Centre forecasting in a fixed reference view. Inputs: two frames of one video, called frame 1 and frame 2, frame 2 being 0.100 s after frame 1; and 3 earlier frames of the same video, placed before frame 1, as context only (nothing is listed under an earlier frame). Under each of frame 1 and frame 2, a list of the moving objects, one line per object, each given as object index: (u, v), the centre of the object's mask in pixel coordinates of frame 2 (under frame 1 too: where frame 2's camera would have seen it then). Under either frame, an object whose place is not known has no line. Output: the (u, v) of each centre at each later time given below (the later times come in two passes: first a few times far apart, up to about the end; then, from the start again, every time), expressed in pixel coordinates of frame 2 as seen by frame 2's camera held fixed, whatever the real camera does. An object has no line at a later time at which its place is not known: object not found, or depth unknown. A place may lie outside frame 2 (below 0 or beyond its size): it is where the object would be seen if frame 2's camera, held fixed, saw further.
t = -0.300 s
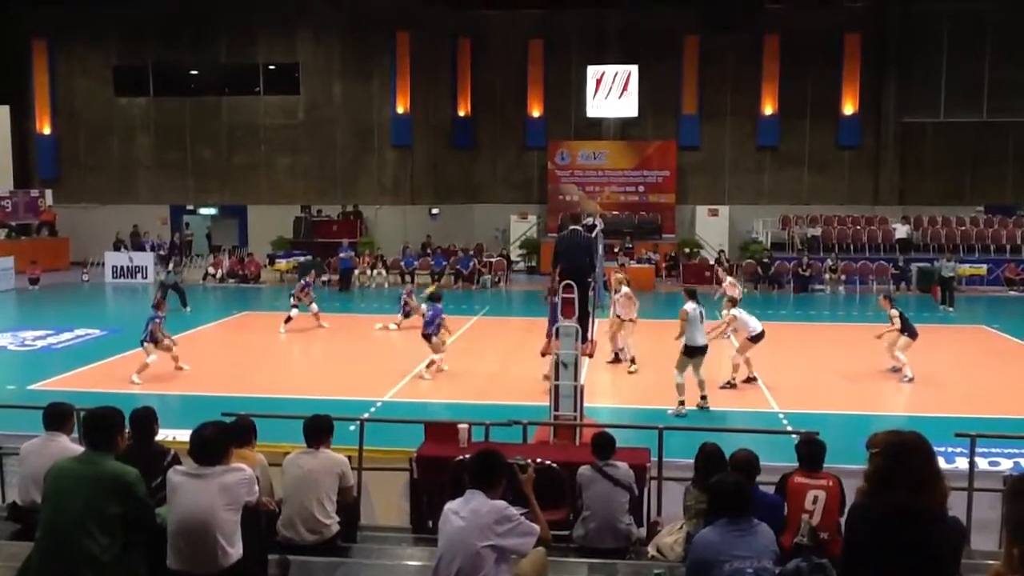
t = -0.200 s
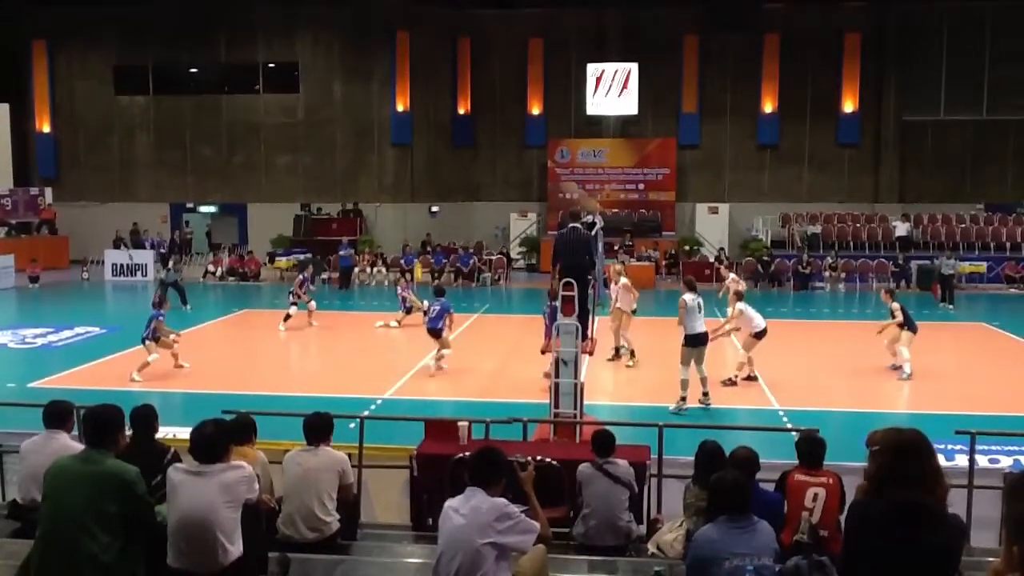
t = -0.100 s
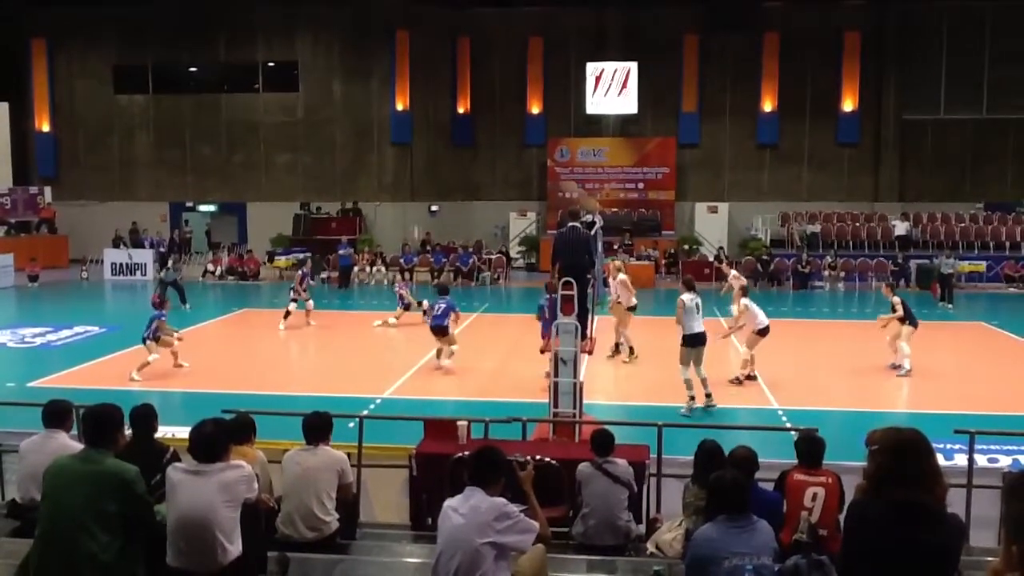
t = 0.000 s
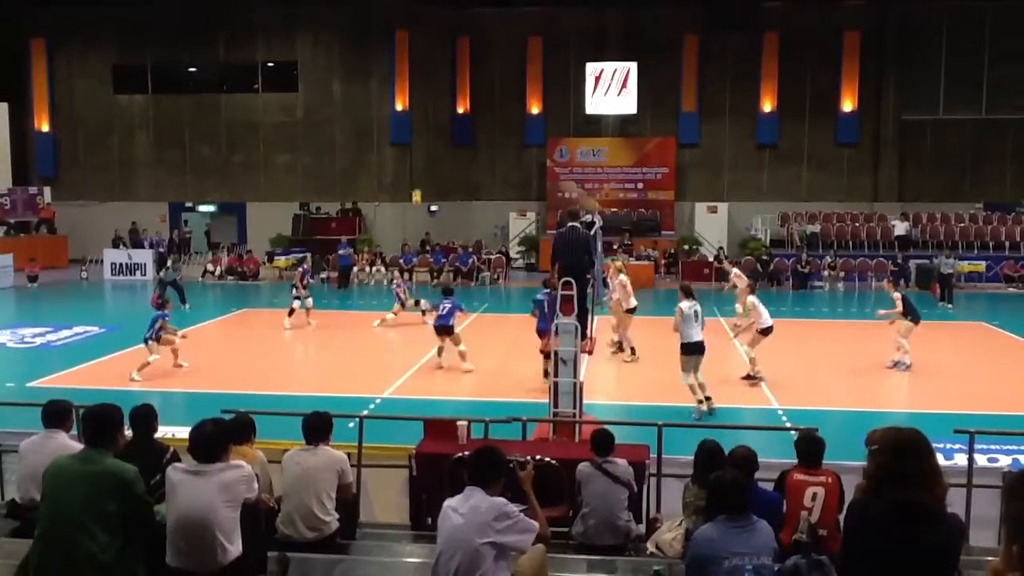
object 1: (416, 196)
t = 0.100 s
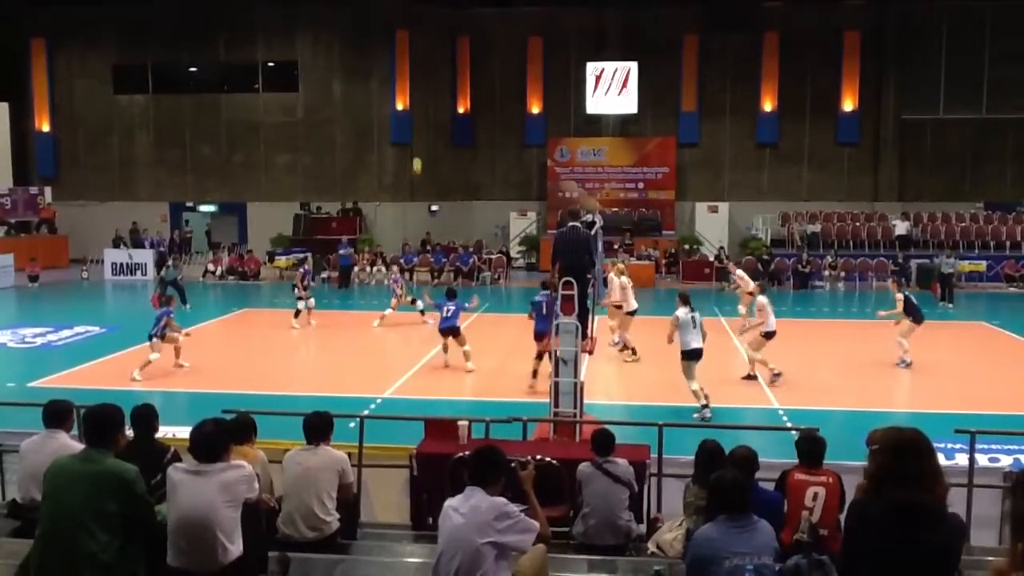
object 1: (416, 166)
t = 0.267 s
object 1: (416, 121)
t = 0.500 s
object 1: (414, 76)
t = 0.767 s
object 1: (412, 56)
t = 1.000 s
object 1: (411, 67)
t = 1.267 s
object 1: (410, 116)
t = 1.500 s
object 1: (410, 192)
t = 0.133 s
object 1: (416, 156)
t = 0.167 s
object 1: (416, 146)
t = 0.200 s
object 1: (416, 137)
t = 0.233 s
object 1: (415, 130)
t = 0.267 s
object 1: (416, 121)
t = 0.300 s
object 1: (415, 113)
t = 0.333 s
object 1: (415, 106)
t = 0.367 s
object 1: (415, 99)
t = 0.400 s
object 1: (414, 93)
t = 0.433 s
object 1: (414, 87)
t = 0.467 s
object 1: (414, 82)
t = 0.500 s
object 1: (414, 76)
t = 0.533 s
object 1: (413, 73)
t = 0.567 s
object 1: (414, 69)
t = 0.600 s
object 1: (413, 66)
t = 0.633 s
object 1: (413, 62)
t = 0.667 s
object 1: (413, 60)
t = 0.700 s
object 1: (412, 58)
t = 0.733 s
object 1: (412, 57)
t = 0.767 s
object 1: (412, 56)
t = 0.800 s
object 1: (411, 56)
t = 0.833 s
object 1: (411, 56)
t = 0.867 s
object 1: (411, 57)
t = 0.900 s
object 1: (411, 58)
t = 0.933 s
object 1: (411, 61)
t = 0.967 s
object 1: (411, 64)
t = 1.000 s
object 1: (411, 67)
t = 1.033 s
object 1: (410, 69)
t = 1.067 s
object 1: (410, 76)
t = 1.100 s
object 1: (410, 80)
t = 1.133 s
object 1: (410, 86)
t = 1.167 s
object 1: (410, 91)
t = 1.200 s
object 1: (410, 98)
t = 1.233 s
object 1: (411, 107)
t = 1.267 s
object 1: (410, 116)
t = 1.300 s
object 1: (409, 125)
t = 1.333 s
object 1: (409, 134)
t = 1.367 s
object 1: (409, 143)
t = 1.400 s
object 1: (410, 155)
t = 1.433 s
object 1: (410, 167)
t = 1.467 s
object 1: (409, 179)
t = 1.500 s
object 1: (410, 192)
